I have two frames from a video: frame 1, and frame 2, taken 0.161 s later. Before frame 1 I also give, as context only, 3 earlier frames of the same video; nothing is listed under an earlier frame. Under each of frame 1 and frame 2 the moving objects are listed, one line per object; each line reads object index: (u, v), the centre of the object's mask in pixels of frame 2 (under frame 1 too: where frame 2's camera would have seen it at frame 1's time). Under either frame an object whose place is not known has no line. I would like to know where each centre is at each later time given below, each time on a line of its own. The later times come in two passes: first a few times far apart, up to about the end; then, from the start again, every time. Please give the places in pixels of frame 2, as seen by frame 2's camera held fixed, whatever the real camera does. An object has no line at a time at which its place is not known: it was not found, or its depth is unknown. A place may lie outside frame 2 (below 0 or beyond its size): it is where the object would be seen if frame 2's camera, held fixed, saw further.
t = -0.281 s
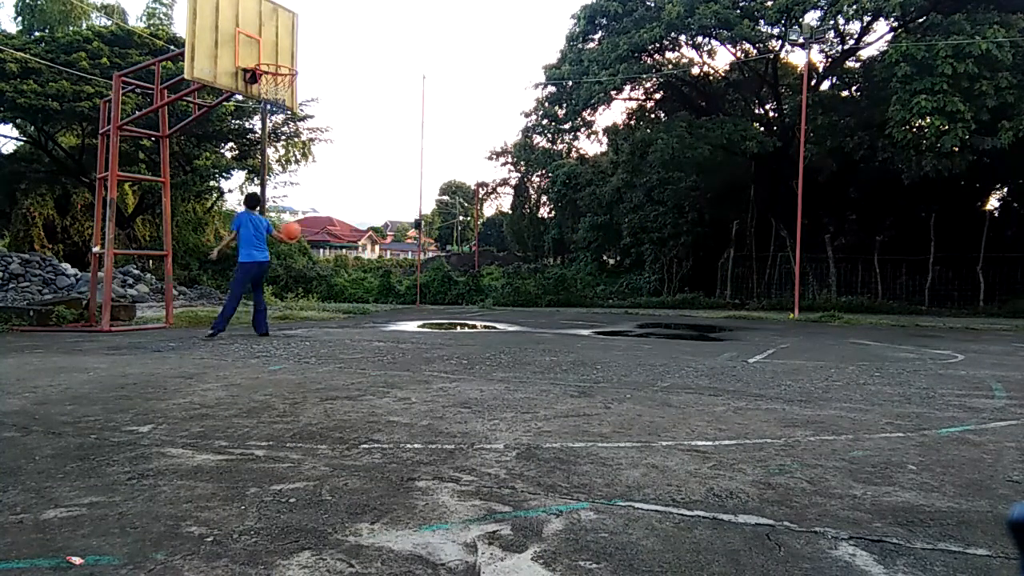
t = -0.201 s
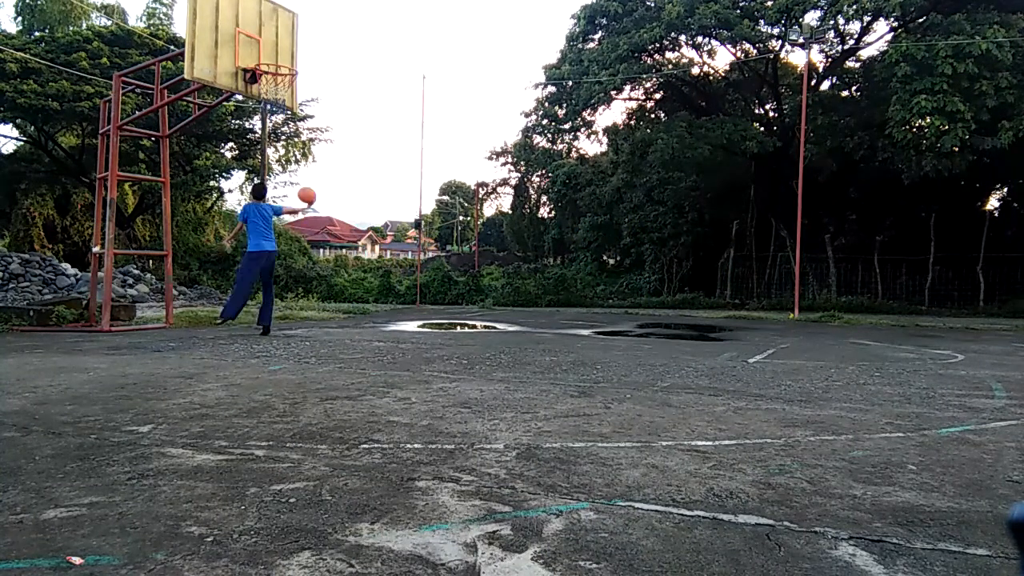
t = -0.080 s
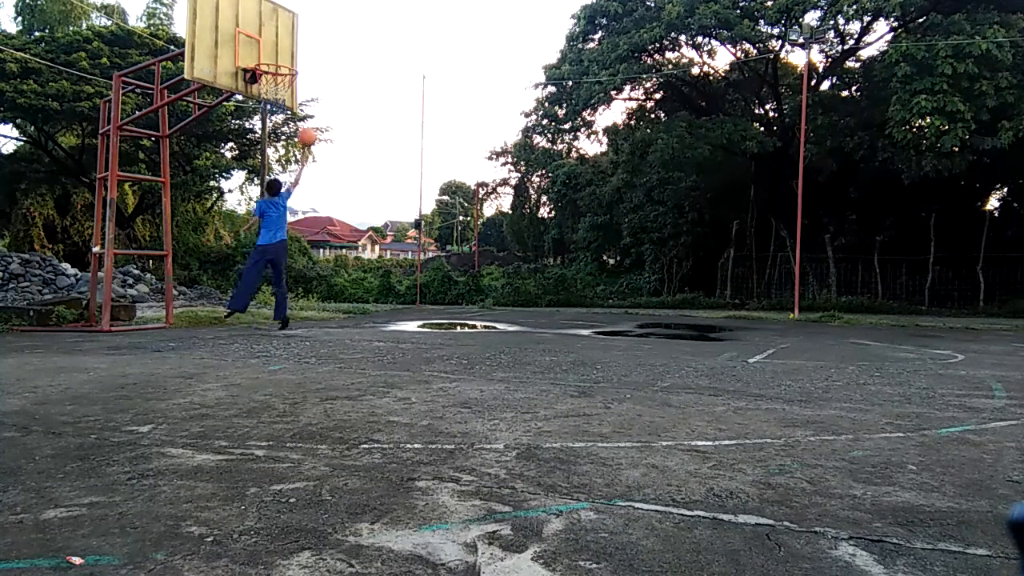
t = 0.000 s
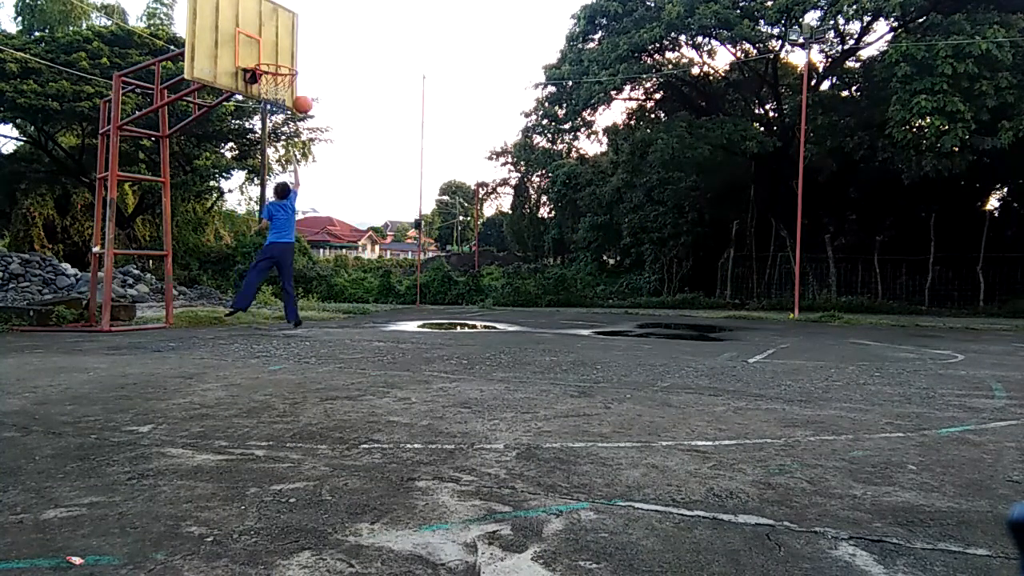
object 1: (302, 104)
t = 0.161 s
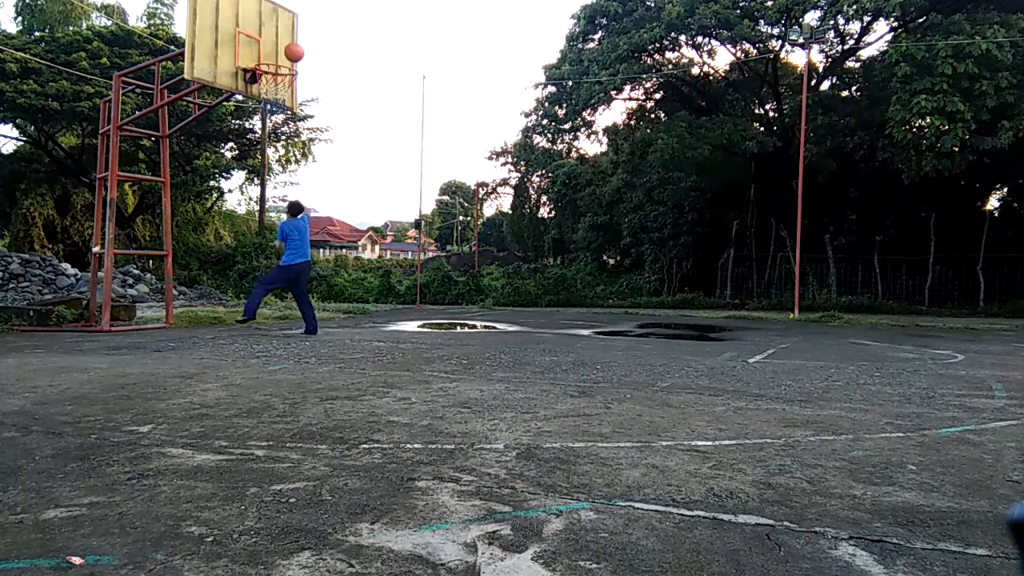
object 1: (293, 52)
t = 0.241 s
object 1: (289, 34)
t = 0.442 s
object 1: (278, 10)
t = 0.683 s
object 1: (263, 26)
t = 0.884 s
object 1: (259, 43)
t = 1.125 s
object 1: (271, 26)
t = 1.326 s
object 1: (281, 51)
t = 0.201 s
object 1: (291, 42)
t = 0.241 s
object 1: (289, 34)
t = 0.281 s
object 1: (287, 26)
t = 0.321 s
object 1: (285, 20)
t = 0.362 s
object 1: (282, 15)
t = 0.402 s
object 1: (280, 12)
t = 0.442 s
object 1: (278, 10)
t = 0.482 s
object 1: (276, 9)
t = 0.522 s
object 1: (273, 10)
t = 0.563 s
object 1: (271, 11)
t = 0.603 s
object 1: (268, 15)
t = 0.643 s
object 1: (265, 20)
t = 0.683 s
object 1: (263, 26)
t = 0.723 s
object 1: (260, 34)
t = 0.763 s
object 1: (258, 44)
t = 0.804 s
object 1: (255, 54)
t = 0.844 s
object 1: (256, 50)
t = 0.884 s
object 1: (259, 43)
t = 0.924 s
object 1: (260, 37)
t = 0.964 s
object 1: (263, 31)
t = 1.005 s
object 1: (264, 28)
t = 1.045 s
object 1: (266, 26)
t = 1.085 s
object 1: (269, 25)
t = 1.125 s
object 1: (271, 26)
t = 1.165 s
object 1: (273, 28)
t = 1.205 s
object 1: (275, 31)
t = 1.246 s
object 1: (277, 36)
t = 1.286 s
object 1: (279, 43)
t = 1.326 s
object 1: (281, 51)
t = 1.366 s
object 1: (284, 60)
